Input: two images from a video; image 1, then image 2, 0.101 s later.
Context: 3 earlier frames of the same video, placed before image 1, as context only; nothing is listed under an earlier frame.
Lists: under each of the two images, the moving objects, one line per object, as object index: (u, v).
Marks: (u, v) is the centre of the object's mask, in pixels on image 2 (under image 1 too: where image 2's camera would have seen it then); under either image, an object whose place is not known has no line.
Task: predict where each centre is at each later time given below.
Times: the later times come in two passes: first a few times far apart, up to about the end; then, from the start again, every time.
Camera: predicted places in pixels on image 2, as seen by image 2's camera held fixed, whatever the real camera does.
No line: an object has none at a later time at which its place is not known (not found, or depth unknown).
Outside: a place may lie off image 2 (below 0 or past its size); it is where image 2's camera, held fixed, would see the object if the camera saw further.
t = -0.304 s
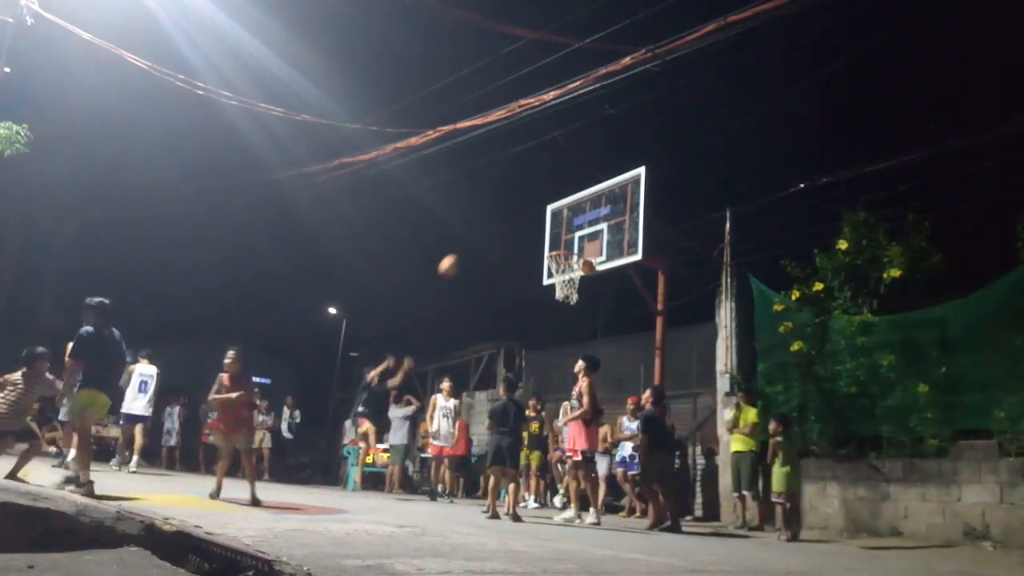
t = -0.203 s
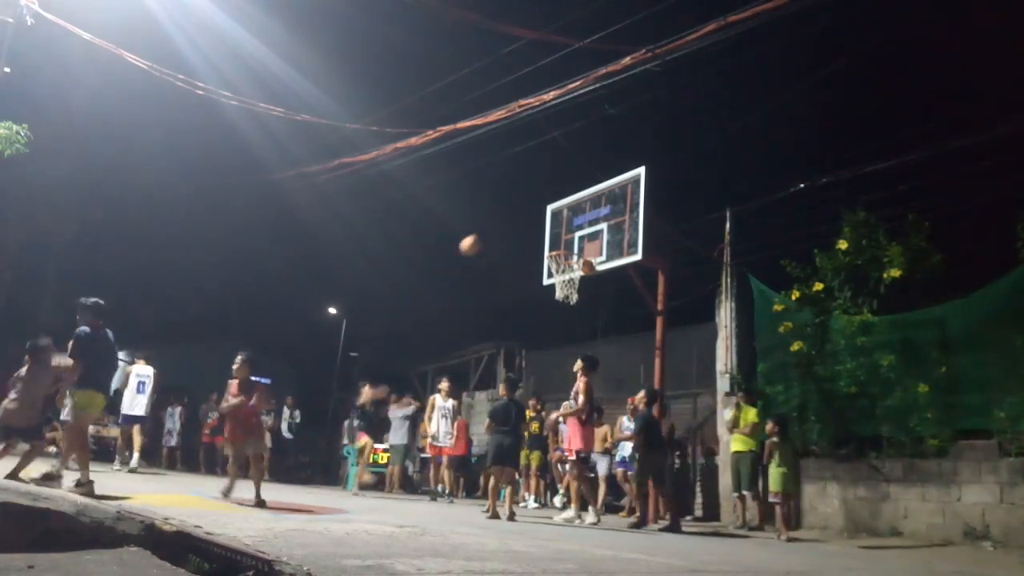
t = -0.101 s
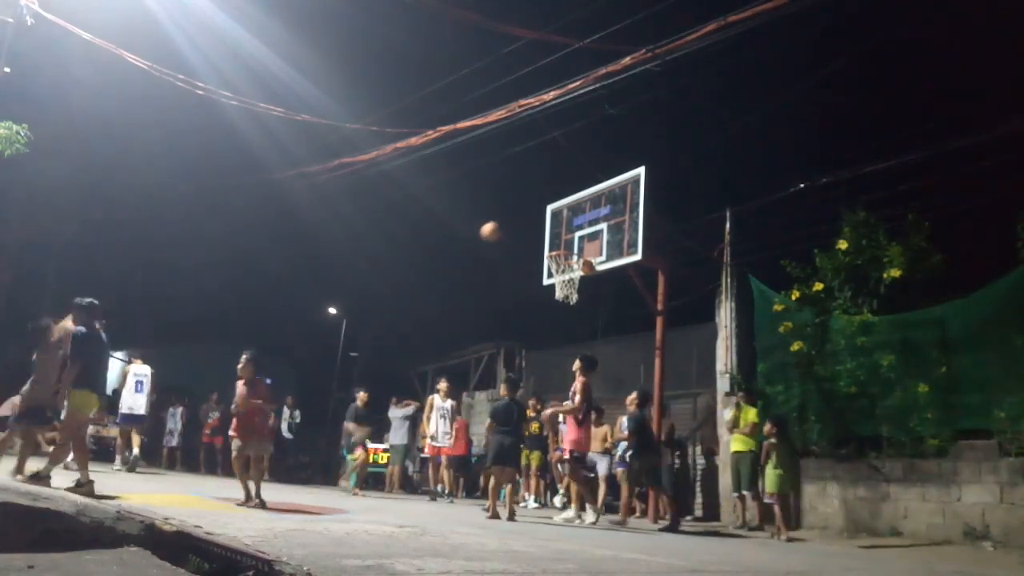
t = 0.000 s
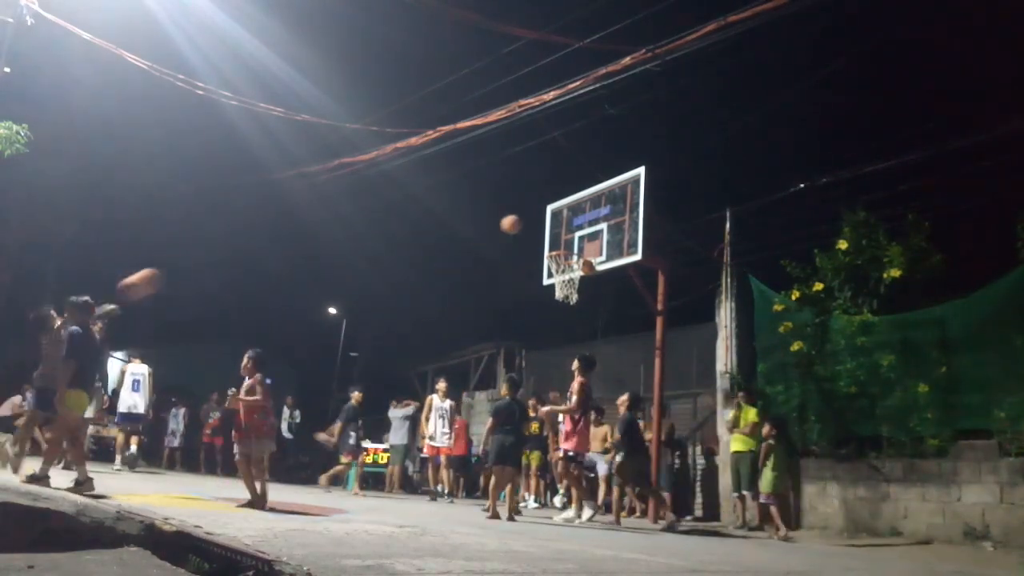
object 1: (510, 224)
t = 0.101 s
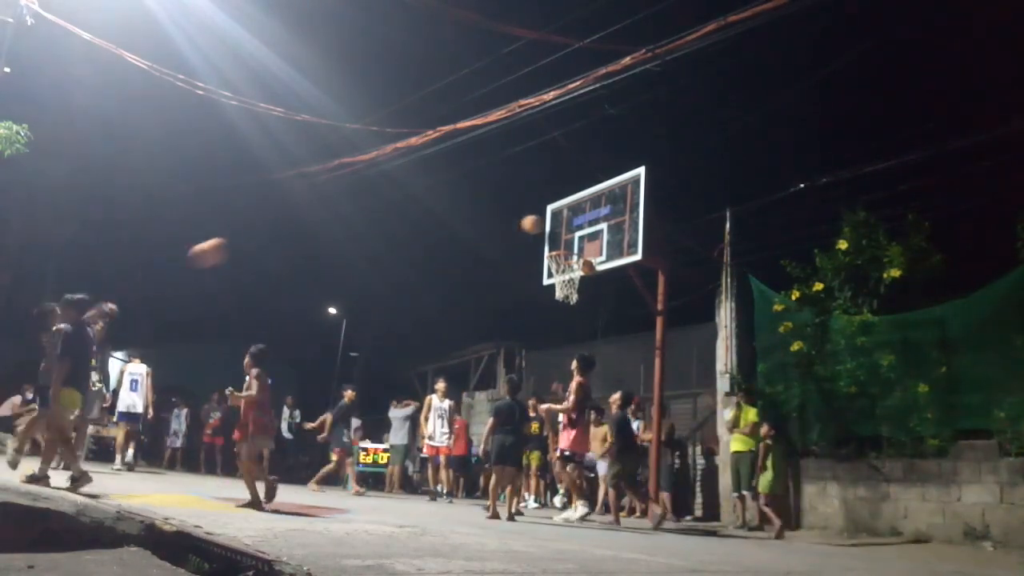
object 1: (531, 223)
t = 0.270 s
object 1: (556, 234)
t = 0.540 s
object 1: (562, 251)
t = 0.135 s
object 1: (537, 225)
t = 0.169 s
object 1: (546, 228)
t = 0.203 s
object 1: (553, 231)
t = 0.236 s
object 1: (556, 232)
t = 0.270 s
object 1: (556, 234)
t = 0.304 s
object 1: (556, 237)
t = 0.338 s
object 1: (556, 240)
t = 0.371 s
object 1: (556, 243)
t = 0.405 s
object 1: (558, 249)
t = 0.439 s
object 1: (559, 250)
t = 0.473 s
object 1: (560, 249)
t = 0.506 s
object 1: (561, 250)
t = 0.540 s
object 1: (562, 251)
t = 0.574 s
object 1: (561, 253)
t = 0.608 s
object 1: (560, 255)
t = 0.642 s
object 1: (558, 259)
